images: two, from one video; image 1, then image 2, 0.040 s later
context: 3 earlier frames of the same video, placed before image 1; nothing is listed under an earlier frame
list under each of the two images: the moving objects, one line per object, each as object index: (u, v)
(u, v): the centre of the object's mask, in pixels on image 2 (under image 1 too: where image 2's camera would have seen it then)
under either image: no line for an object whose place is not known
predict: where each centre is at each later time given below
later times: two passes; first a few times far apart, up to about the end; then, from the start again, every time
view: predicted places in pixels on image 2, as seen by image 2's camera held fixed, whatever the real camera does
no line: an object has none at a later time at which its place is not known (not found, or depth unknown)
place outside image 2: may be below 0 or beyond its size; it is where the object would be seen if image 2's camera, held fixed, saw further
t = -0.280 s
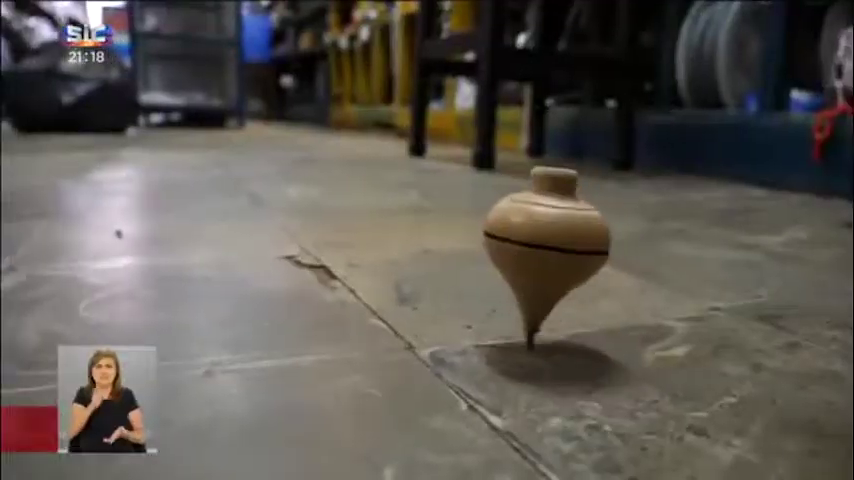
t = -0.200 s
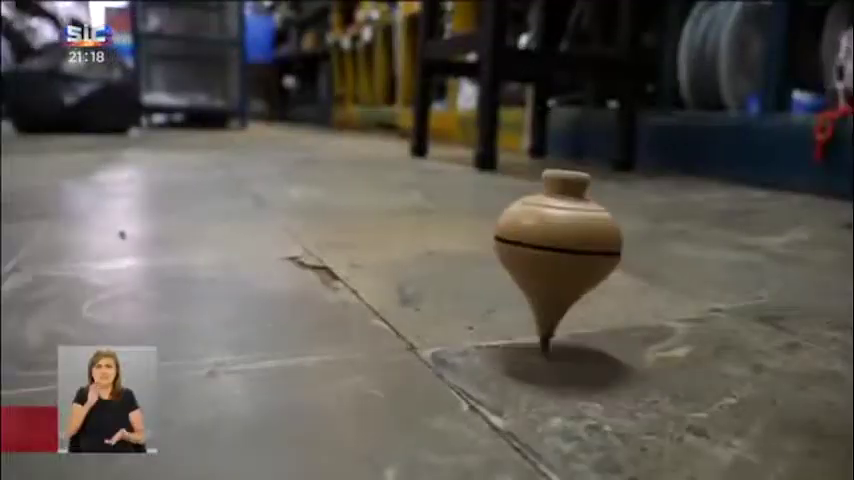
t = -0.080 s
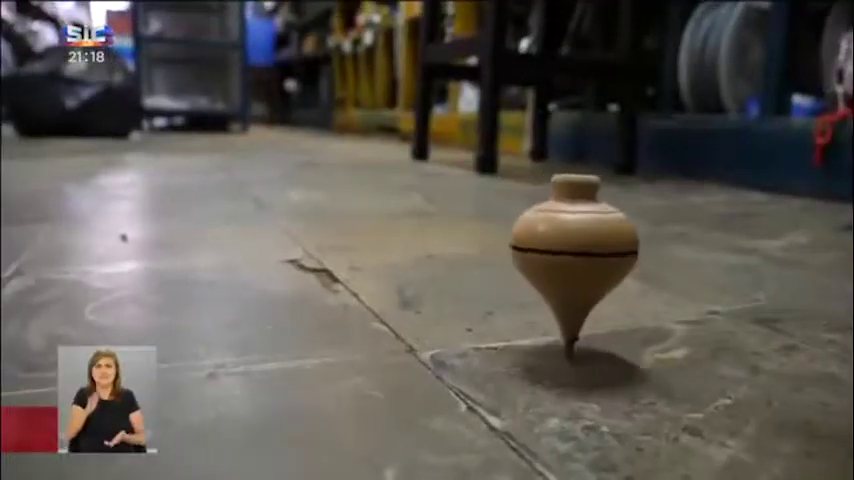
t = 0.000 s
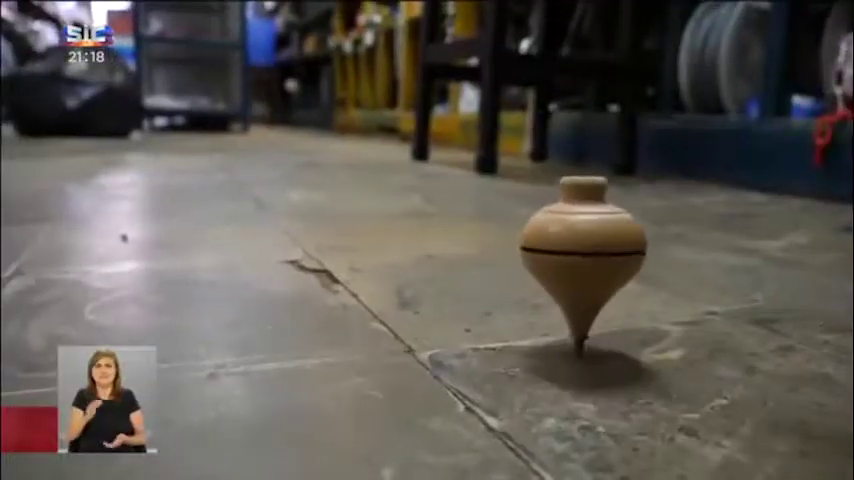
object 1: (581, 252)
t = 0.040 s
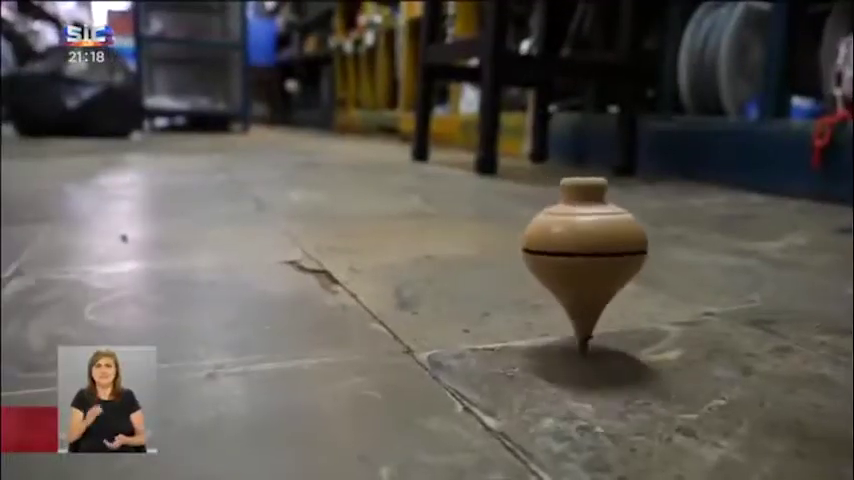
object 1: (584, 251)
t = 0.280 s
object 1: (579, 242)
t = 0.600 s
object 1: (522, 231)
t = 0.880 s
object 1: (485, 237)
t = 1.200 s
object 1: (509, 249)
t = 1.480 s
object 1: (554, 247)
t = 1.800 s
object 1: (528, 233)
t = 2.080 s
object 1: (475, 233)
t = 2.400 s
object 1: (485, 246)
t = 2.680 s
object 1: (528, 246)
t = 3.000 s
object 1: (512, 239)
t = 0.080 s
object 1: (586, 250)
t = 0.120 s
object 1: (587, 249)
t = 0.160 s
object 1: (587, 247)
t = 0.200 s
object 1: (586, 246)
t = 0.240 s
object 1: (584, 244)
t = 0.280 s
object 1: (579, 242)
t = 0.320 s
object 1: (573, 240)
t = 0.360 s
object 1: (566, 238)
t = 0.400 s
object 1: (560, 237)
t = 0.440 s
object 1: (553, 235)
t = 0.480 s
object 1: (546, 234)
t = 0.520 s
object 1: (539, 233)
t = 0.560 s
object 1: (531, 232)
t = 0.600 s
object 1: (522, 231)
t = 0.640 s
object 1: (515, 231)
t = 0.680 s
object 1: (508, 231)
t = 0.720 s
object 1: (502, 233)
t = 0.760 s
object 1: (496, 233)
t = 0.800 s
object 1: (491, 234)
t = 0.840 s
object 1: (488, 235)
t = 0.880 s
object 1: (485, 237)
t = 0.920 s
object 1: (484, 238)
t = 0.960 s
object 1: (484, 240)
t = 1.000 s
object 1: (485, 242)
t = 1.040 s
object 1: (489, 244)
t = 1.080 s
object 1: (494, 246)
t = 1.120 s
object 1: (499, 248)
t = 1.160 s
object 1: (503, 248)
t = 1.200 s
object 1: (509, 249)
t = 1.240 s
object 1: (519, 250)
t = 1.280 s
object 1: (529, 250)
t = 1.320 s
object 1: (536, 251)
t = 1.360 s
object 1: (542, 250)
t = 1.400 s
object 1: (548, 249)
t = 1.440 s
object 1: (552, 248)
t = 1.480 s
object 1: (554, 247)
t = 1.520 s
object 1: (555, 246)
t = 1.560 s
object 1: (555, 244)
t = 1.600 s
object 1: (553, 242)
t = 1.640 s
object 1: (549, 240)
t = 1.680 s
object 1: (544, 238)
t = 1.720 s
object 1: (540, 237)
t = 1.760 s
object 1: (535, 235)
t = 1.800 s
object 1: (528, 233)
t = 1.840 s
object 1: (520, 232)
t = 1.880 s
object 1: (511, 231)
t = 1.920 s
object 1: (504, 231)
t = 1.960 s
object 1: (496, 231)
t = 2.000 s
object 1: (488, 232)
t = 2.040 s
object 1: (481, 232)
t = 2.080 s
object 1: (475, 233)
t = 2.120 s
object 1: (471, 234)
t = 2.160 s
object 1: (469, 236)
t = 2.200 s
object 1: (468, 238)
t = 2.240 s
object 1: (468, 239)
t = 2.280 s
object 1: (468, 241)
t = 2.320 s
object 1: (472, 243)
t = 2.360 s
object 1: (477, 244)
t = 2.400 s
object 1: (485, 246)
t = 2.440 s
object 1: (493, 247)
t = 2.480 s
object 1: (499, 248)
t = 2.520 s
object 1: (505, 249)
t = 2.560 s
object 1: (511, 249)
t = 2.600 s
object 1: (517, 248)
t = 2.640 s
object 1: (523, 247)
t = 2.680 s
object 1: (528, 246)
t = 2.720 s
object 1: (529, 245)
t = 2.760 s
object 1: (529, 243)
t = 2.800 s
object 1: (526, 242)
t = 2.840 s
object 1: (522, 241)
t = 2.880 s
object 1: (519, 240)
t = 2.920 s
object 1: (516, 239)
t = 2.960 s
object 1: (515, 238)
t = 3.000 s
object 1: (512, 239)
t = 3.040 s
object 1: (511, 239)
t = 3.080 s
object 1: (507, 240)
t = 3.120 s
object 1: (504, 241)
